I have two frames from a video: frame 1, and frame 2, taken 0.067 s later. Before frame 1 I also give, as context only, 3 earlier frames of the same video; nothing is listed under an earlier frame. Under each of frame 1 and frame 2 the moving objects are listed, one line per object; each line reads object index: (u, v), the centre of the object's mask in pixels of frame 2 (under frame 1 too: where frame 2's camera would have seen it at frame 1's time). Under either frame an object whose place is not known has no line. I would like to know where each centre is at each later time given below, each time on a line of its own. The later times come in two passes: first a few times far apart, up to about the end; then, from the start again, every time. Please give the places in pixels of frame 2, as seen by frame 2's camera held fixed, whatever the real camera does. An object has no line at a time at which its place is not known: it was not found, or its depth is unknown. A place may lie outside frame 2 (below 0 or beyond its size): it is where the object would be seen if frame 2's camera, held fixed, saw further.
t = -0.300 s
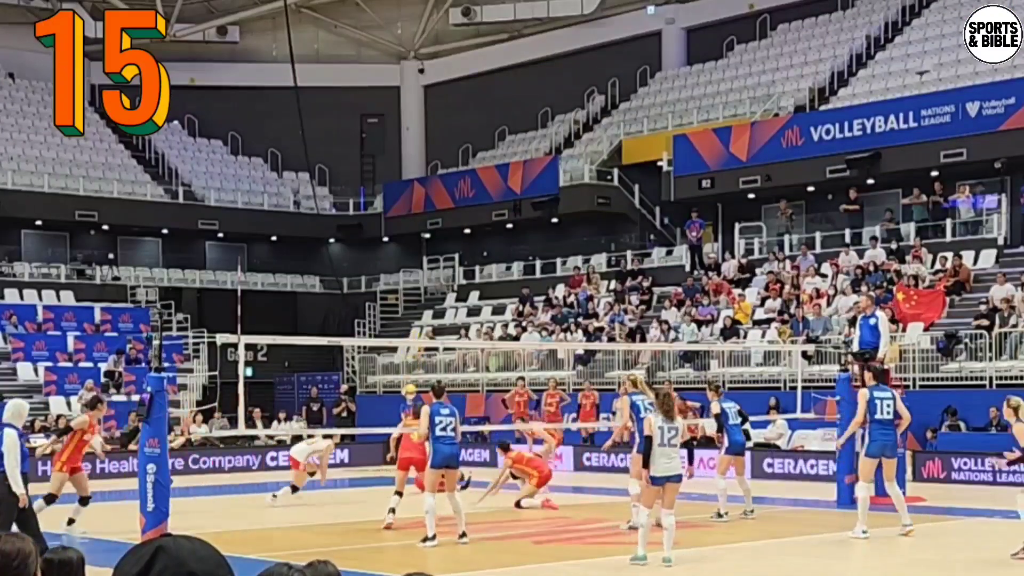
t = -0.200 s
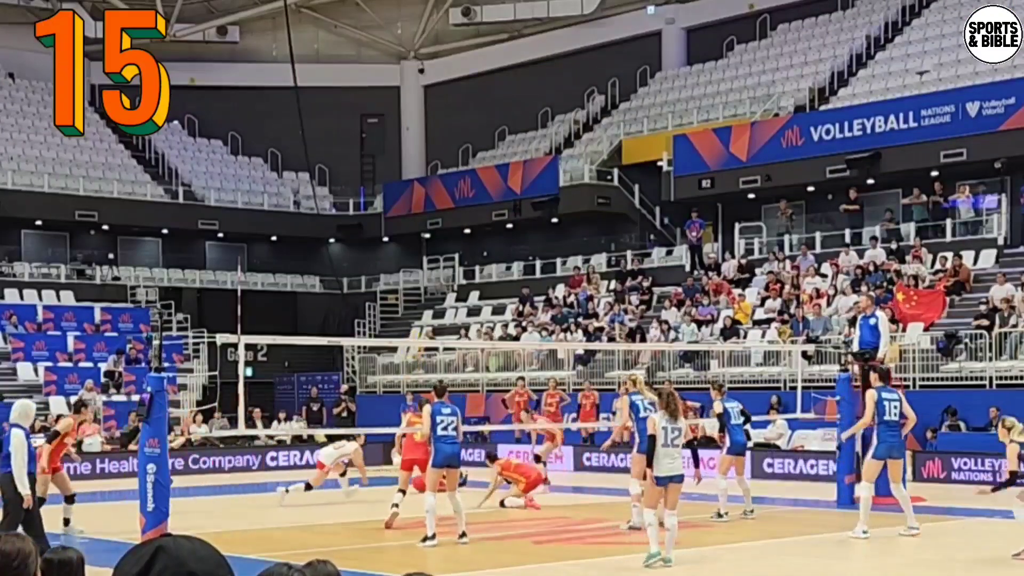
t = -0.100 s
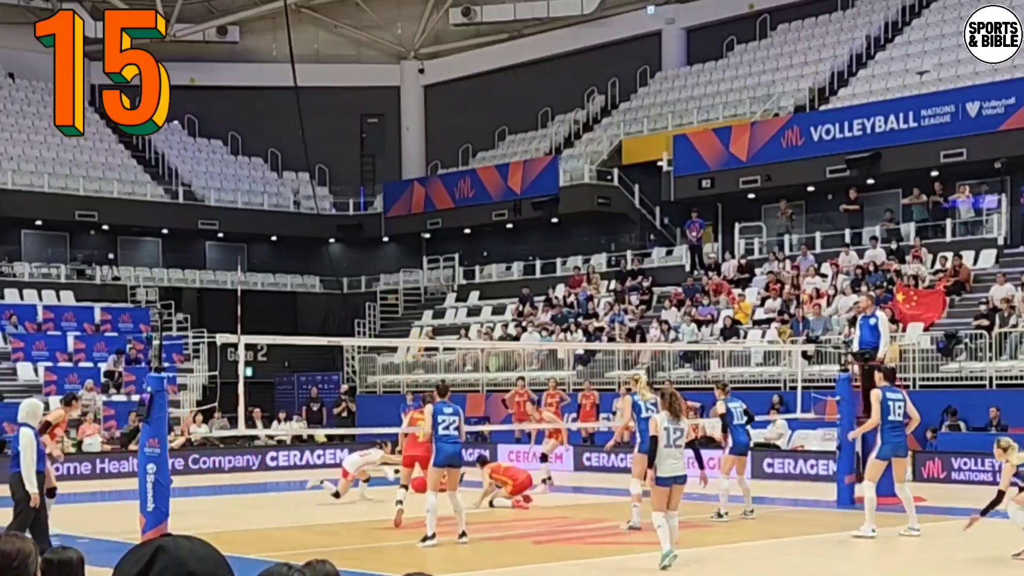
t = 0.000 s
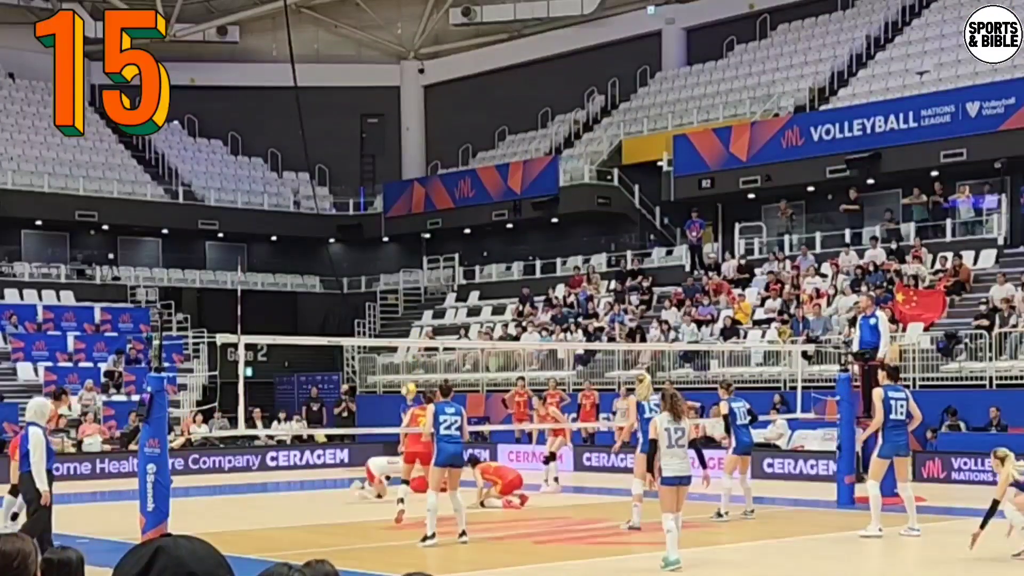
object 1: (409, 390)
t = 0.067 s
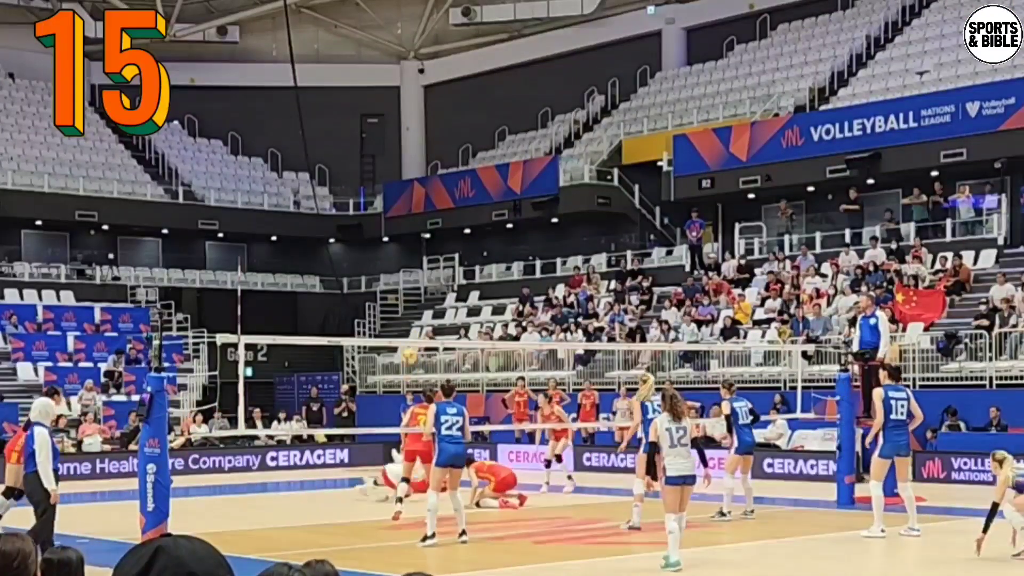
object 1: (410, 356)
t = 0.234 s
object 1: (408, 282)
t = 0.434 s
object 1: (403, 222)
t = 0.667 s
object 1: (398, 184)
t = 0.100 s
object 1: (409, 336)
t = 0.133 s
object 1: (408, 324)
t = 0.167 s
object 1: (408, 310)
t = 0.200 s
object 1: (408, 296)
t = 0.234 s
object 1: (408, 282)
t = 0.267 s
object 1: (407, 271)
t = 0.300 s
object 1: (406, 260)
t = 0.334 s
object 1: (406, 249)
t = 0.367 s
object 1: (405, 239)
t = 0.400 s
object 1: (404, 230)
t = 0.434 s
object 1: (403, 222)
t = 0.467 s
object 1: (402, 214)
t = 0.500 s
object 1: (402, 207)
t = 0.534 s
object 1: (401, 201)
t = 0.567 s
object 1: (400, 196)
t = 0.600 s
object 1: (400, 191)
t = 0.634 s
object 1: (399, 187)
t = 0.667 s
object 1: (398, 184)
